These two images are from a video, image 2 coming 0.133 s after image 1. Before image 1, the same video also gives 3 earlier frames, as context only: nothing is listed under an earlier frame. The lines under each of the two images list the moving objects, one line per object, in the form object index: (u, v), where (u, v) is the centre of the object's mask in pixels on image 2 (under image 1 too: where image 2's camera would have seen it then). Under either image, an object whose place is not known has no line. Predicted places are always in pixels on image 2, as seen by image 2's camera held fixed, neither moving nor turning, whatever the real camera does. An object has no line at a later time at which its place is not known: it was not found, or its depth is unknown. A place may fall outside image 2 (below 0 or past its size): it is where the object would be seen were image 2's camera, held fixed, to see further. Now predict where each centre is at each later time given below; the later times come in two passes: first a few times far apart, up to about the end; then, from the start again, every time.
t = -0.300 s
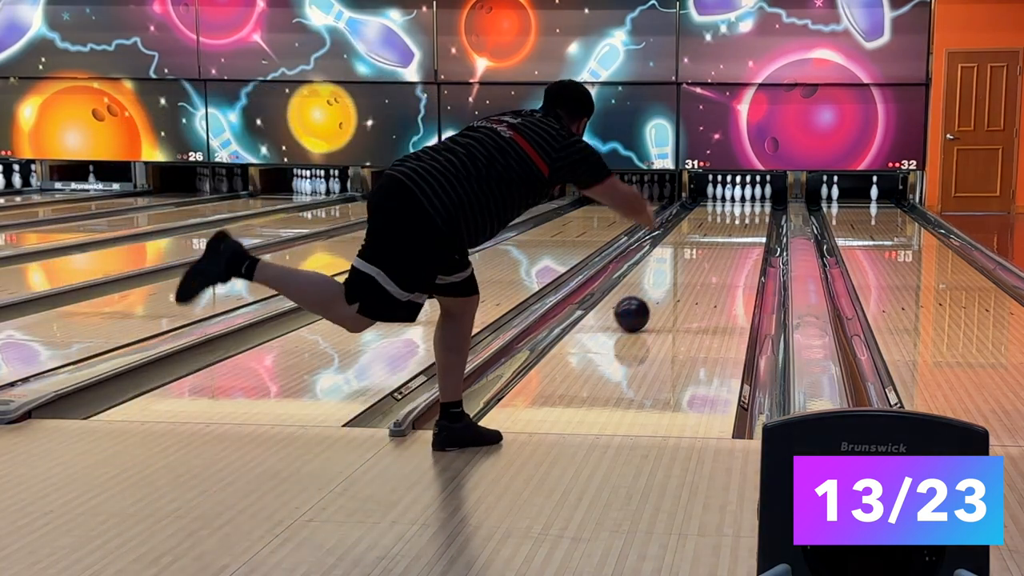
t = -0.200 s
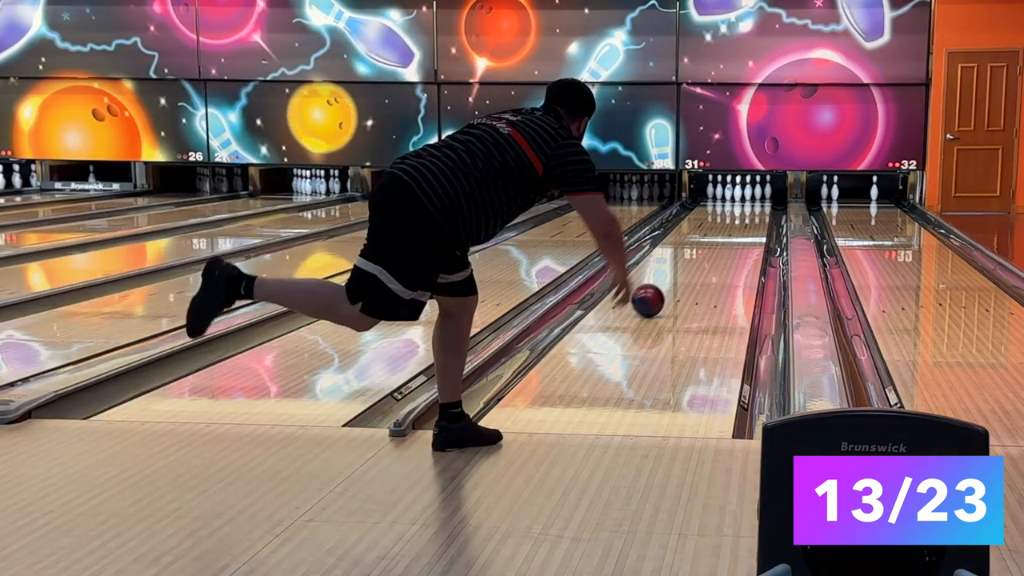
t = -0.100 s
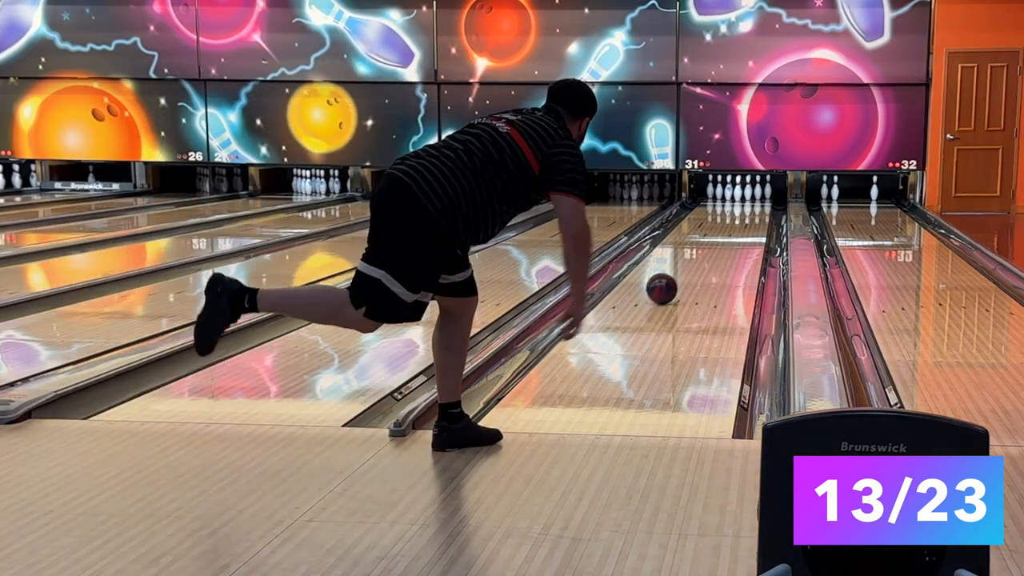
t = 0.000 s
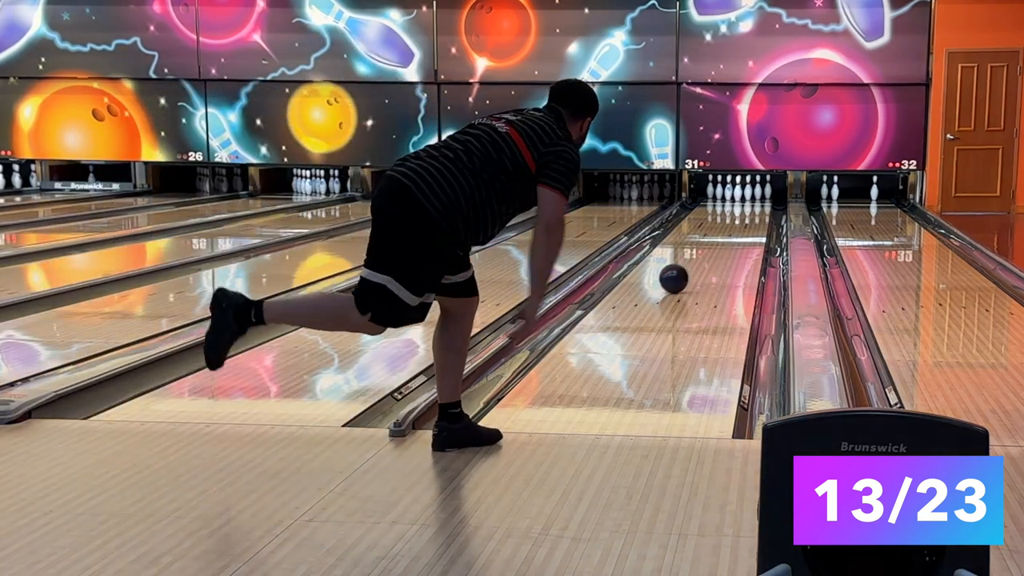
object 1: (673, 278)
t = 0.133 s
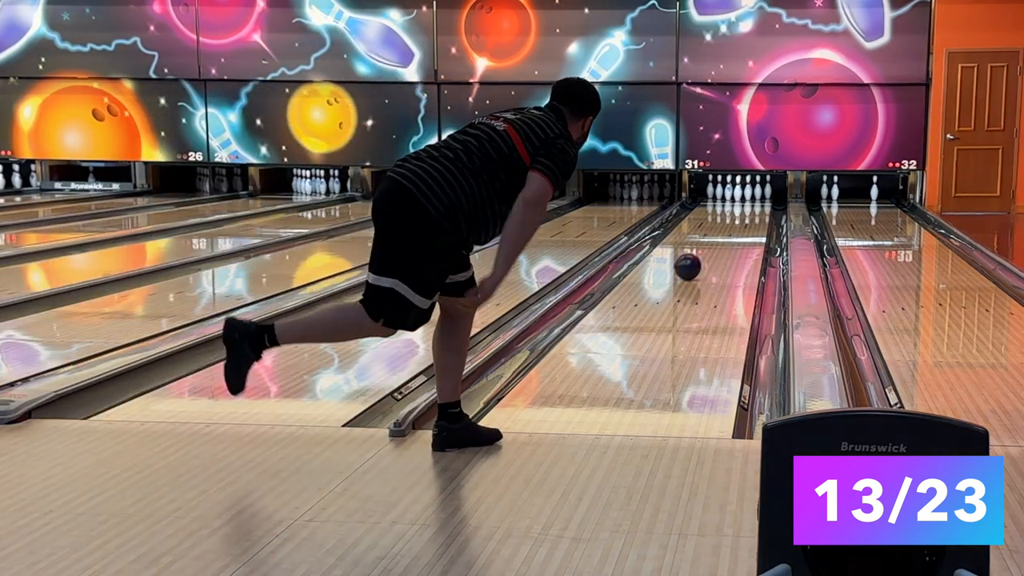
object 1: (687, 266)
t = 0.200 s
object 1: (693, 261)
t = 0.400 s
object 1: (709, 247)
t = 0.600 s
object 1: (721, 236)
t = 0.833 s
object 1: (733, 225)
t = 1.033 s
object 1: (741, 217)
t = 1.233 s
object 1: (745, 211)
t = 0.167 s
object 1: (690, 264)
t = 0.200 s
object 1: (693, 261)
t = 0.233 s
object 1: (696, 259)
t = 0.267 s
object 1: (699, 256)
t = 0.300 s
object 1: (701, 254)
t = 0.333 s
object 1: (704, 251)
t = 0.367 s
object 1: (706, 249)
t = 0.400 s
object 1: (709, 247)
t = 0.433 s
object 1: (711, 245)
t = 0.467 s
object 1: (713, 243)
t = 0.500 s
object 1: (715, 242)
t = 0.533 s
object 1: (717, 239)
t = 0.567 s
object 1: (720, 238)
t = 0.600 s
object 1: (721, 236)
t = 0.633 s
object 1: (723, 234)
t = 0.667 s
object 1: (725, 233)
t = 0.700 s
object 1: (727, 230)
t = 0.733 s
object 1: (728, 229)
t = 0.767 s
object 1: (730, 227)
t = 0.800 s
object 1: (731, 226)
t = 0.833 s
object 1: (733, 225)
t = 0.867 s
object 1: (734, 223)
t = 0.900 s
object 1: (736, 222)
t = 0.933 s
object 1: (737, 220)
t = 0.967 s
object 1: (738, 219)
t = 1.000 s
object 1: (739, 218)
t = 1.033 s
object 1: (741, 217)
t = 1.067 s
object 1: (742, 216)
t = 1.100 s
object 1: (743, 214)
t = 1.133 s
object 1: (743, 213)
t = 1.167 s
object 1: (744, 212)
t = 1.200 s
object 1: (745, 211)
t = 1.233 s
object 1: (745, 211)
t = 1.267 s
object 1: (746, 209)
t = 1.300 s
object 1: (746, 208)
